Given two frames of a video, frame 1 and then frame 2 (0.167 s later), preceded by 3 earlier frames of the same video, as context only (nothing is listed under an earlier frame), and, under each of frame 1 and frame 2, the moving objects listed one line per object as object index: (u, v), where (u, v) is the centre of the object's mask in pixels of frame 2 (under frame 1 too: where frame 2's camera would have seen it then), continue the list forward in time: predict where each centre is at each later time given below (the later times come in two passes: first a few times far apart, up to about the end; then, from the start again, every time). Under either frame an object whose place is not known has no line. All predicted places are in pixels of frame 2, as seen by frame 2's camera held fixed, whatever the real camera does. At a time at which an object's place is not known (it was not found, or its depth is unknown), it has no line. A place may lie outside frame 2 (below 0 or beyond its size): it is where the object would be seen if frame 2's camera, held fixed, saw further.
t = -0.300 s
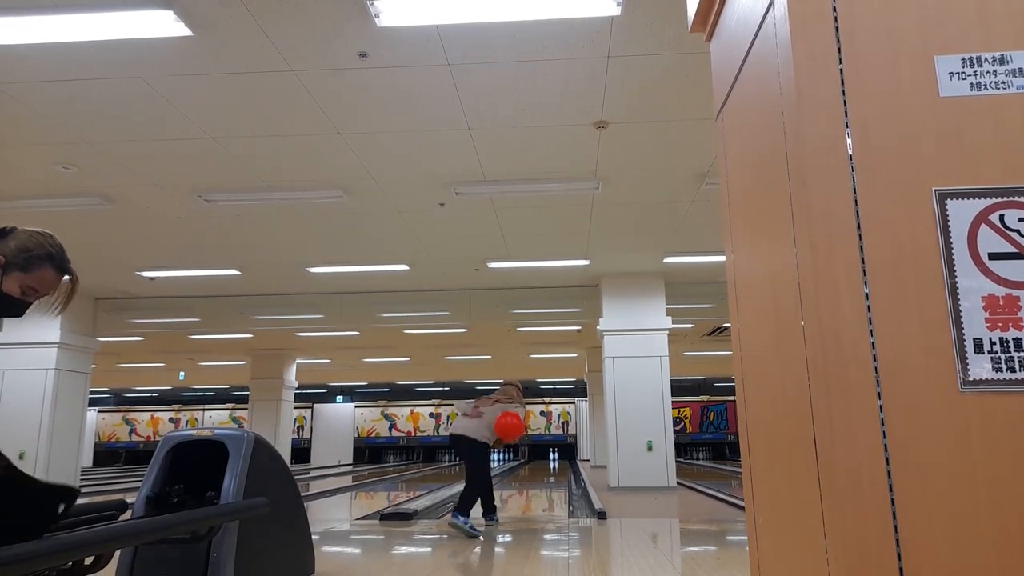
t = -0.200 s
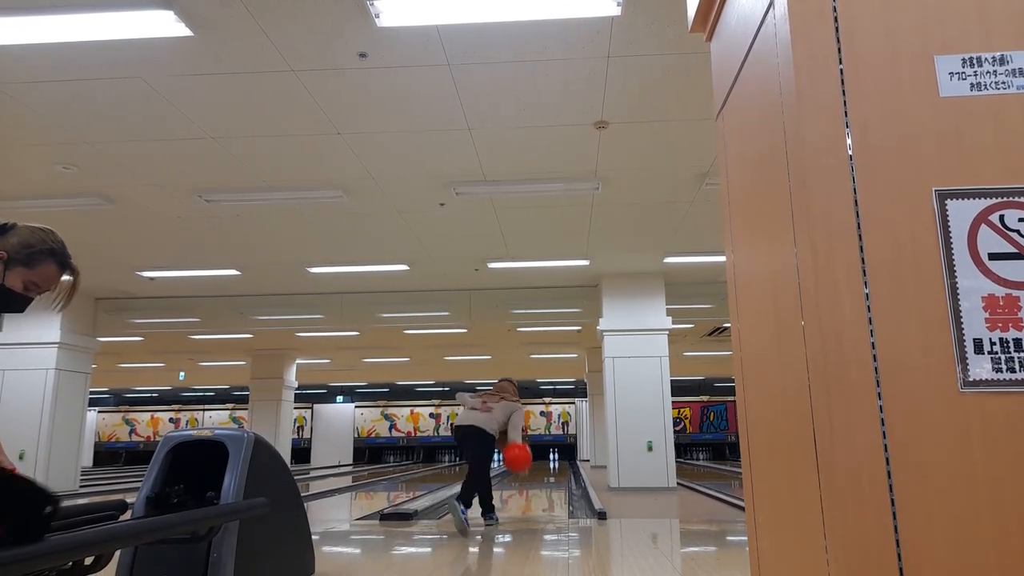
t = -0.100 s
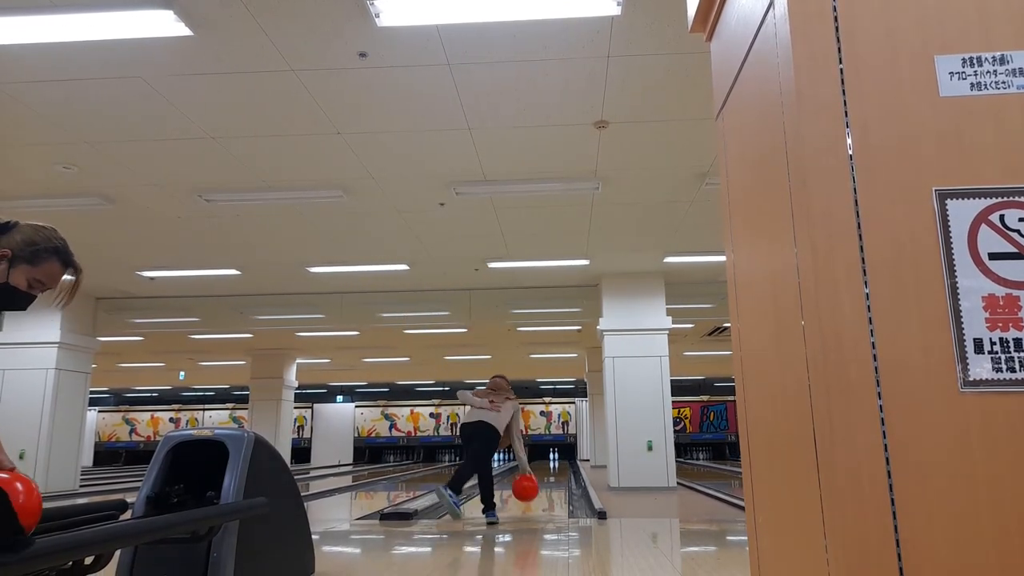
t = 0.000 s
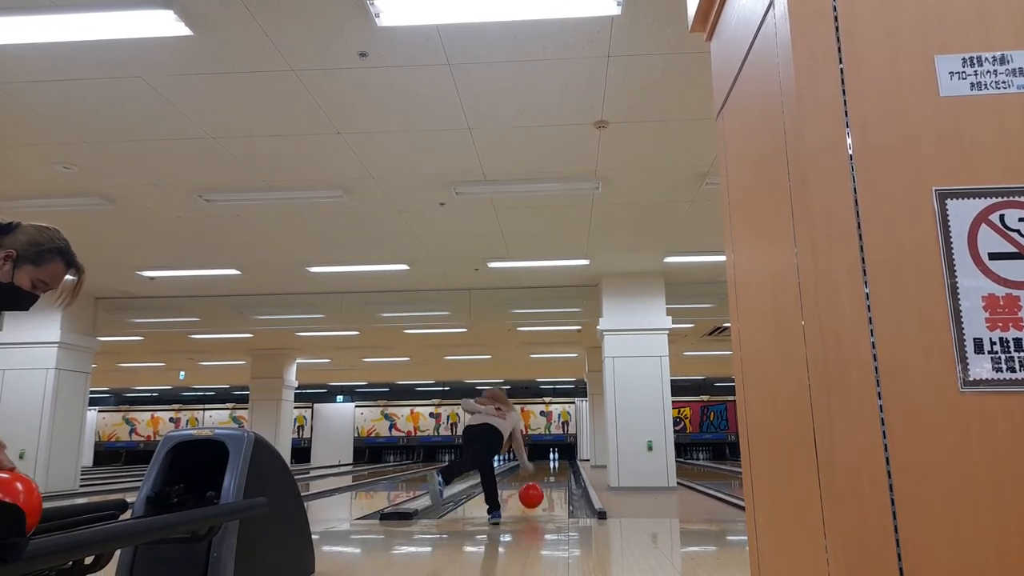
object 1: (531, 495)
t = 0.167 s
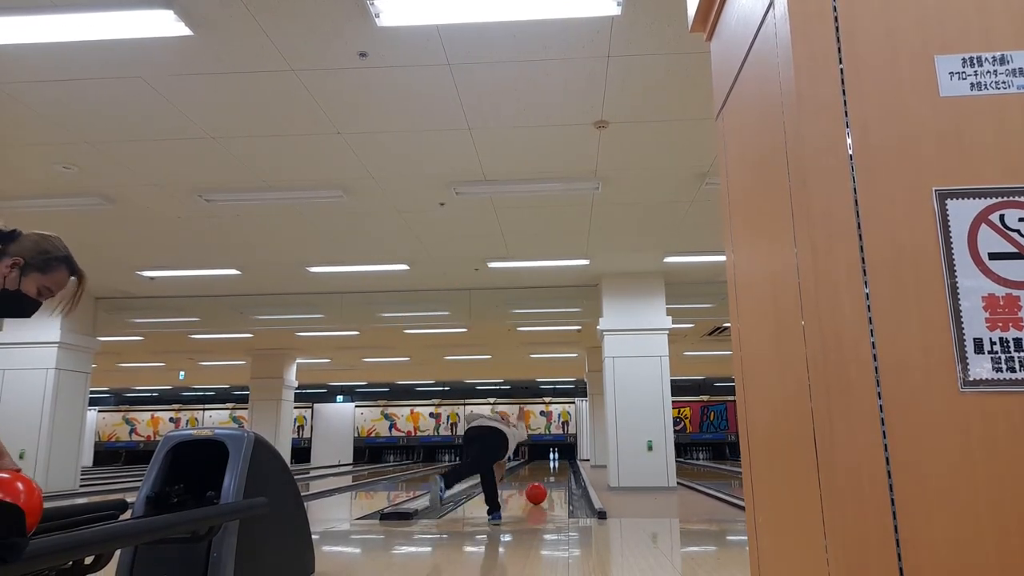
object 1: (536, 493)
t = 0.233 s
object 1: (538, 490)
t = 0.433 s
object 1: (541, 483)
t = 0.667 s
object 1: (544, 477)
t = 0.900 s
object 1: (547, 473)
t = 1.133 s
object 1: (549, 470)
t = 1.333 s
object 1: (550, 468)
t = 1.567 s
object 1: (550, 465)
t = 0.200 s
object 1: (537, 491)
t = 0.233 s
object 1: (538, 490)
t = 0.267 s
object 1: (538, 489)
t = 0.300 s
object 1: (538, 480)
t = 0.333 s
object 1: (540, 487)
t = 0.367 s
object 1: (540, 485)
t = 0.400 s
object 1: (541, 484)
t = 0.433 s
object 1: (541, 483)
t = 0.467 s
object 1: (542, 482)
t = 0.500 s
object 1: (542, 481)
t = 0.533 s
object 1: (543, 481)
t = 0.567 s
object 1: (543, 480)
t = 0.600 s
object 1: (544, 479)
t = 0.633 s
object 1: (544, 478)
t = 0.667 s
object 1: (544, 477)
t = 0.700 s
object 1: (545, 477)
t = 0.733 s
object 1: (545, 476)
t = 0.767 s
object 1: (545, 475)
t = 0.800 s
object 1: (546, 475)
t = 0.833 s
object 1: (546, 474)
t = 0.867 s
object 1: (546, 474)
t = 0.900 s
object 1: (547, 473)
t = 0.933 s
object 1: (547, 473)
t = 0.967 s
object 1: (547, 472)
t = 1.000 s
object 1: (547, 471)
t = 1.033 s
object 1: (548, 471)
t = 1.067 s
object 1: (548, 471)
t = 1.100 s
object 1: (548, 470)
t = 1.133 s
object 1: (549, 470)
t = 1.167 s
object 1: (549, 469)
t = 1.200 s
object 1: (549, 469)
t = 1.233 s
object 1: (549, 468)
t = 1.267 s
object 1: (549, 468)
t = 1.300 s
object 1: (549, 468)
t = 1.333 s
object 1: (550, 468)
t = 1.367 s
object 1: (550, 467)
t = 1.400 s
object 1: (550, 467)
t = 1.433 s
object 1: (550, 467)
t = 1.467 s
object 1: (550, 466)
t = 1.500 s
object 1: (550, 466)
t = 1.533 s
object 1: (551, 466)
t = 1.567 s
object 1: (550, 465)
